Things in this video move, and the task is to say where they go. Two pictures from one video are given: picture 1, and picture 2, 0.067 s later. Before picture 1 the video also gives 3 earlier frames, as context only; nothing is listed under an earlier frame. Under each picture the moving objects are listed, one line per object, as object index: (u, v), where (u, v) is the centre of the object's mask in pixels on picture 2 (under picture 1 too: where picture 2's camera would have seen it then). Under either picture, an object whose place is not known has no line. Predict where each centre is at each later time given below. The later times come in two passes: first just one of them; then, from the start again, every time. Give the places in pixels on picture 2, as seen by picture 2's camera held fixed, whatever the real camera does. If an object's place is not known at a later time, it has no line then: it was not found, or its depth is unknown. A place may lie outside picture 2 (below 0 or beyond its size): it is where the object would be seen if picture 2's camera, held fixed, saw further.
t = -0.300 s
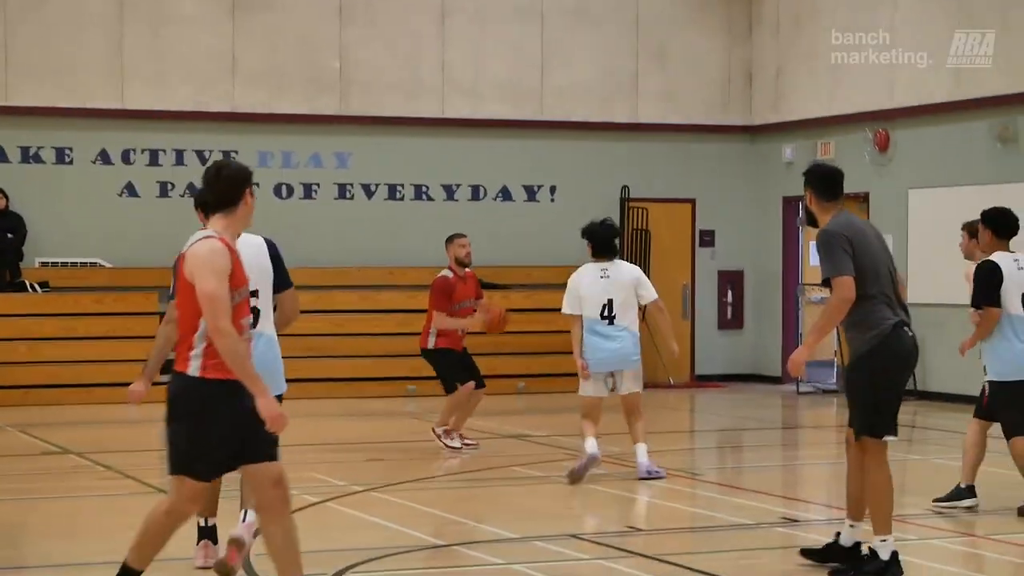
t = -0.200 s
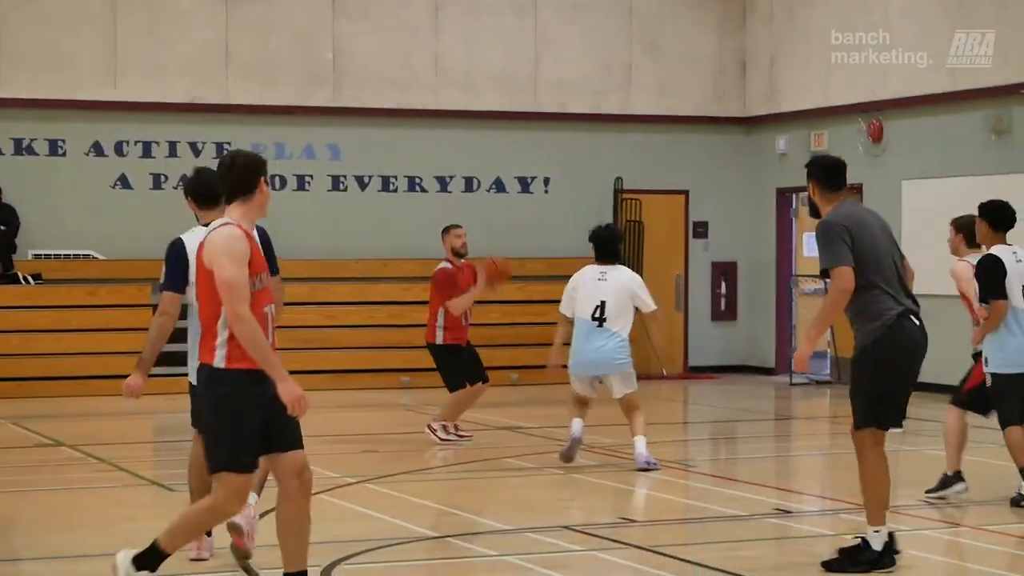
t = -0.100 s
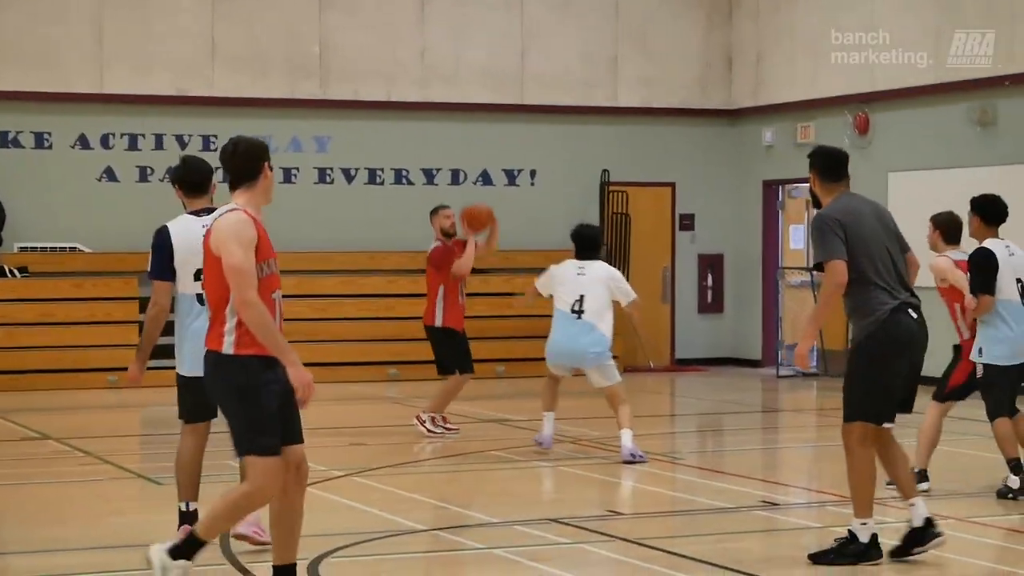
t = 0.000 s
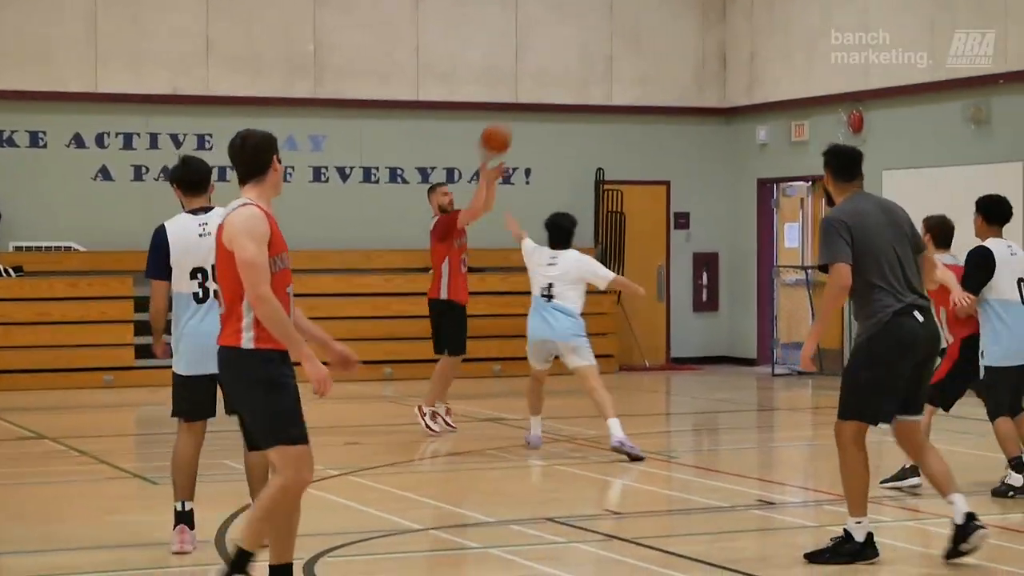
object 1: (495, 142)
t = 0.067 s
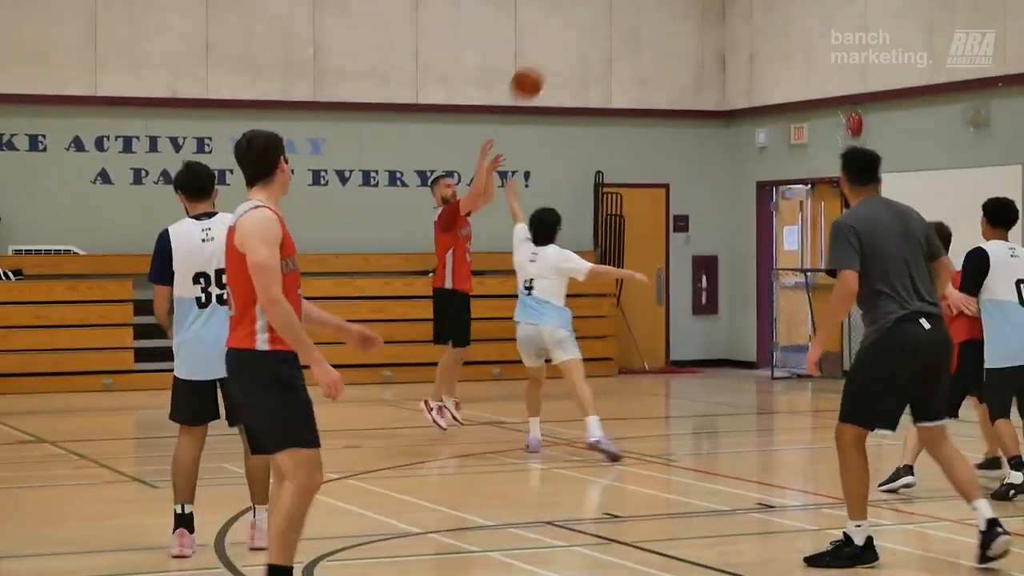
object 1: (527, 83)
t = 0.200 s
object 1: (592, -10)
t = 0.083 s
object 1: (535, 68)
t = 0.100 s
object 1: (544, 54)
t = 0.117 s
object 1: (551, 40)
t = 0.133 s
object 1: (560, 26)
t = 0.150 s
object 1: (568, 13)
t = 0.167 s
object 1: (577, 3)
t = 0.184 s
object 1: (586, -5)
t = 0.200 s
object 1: (592, -10)
